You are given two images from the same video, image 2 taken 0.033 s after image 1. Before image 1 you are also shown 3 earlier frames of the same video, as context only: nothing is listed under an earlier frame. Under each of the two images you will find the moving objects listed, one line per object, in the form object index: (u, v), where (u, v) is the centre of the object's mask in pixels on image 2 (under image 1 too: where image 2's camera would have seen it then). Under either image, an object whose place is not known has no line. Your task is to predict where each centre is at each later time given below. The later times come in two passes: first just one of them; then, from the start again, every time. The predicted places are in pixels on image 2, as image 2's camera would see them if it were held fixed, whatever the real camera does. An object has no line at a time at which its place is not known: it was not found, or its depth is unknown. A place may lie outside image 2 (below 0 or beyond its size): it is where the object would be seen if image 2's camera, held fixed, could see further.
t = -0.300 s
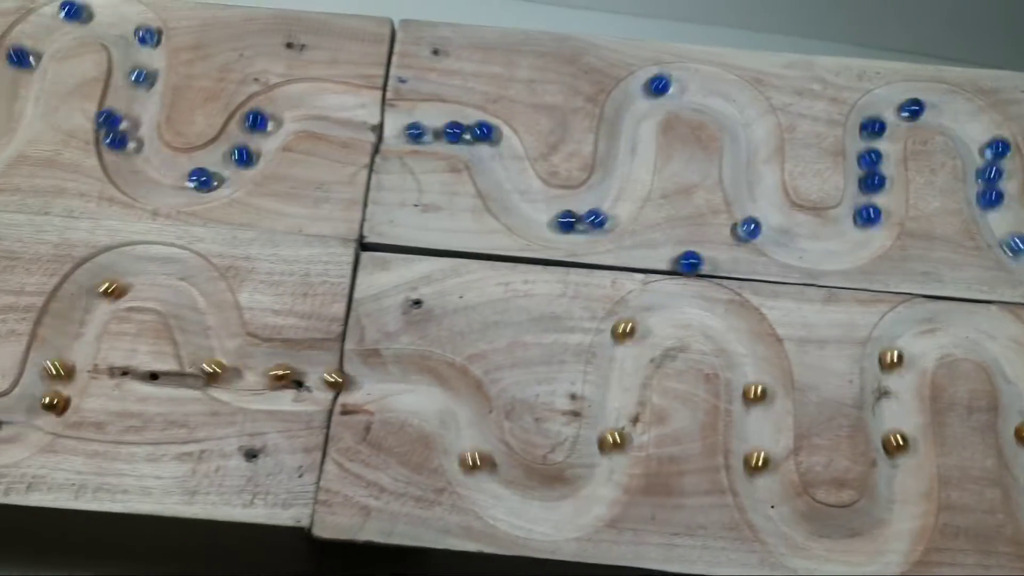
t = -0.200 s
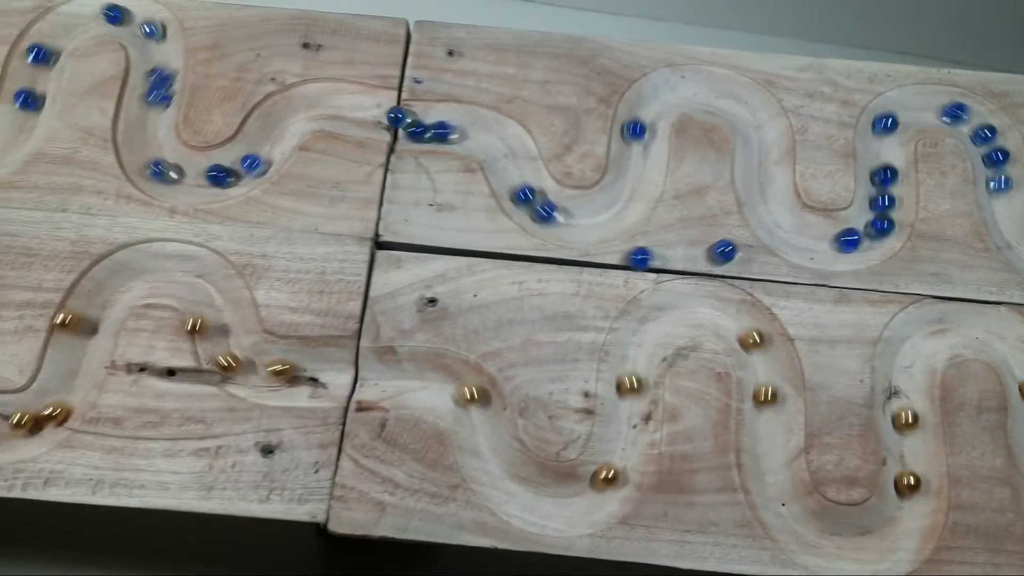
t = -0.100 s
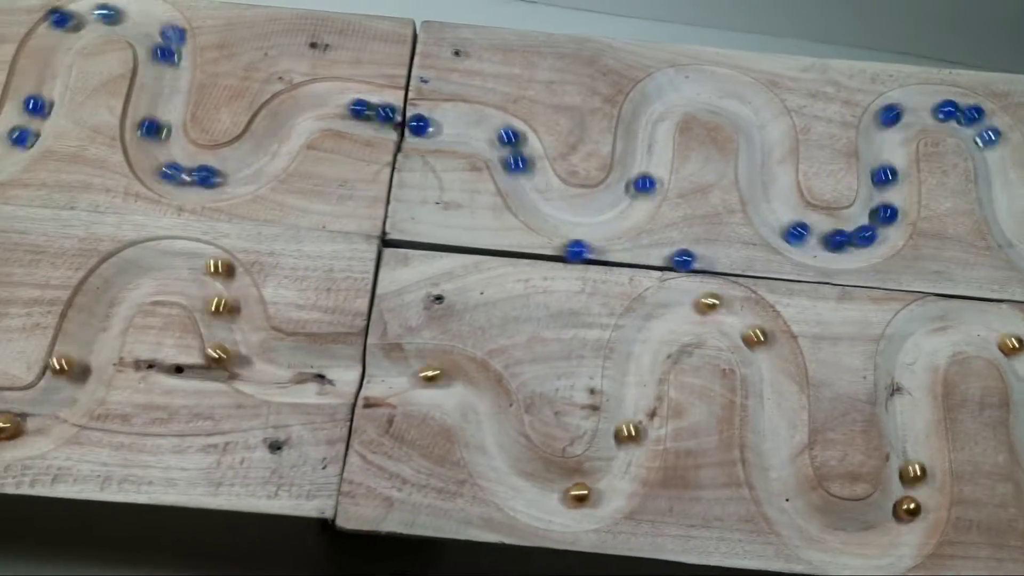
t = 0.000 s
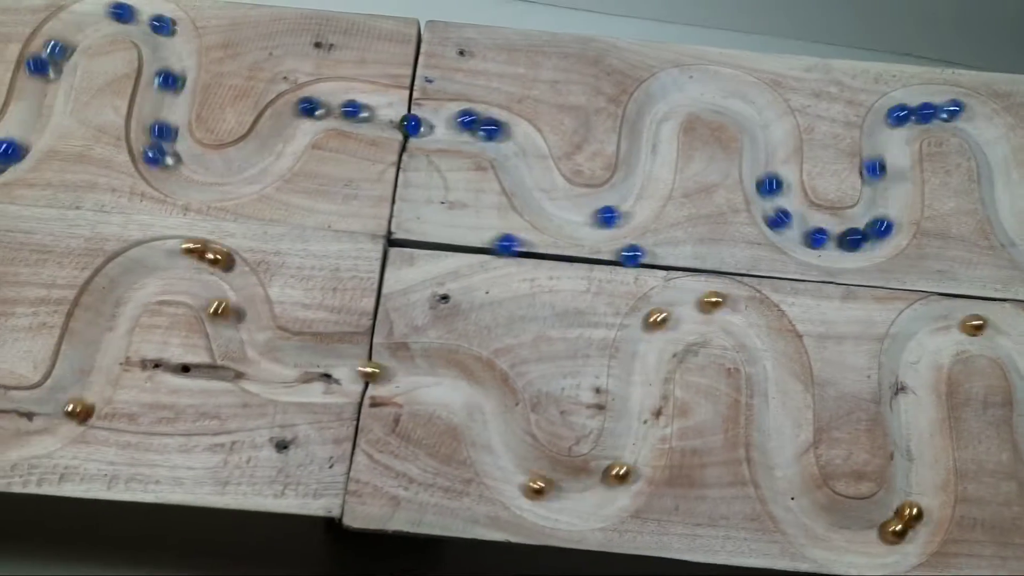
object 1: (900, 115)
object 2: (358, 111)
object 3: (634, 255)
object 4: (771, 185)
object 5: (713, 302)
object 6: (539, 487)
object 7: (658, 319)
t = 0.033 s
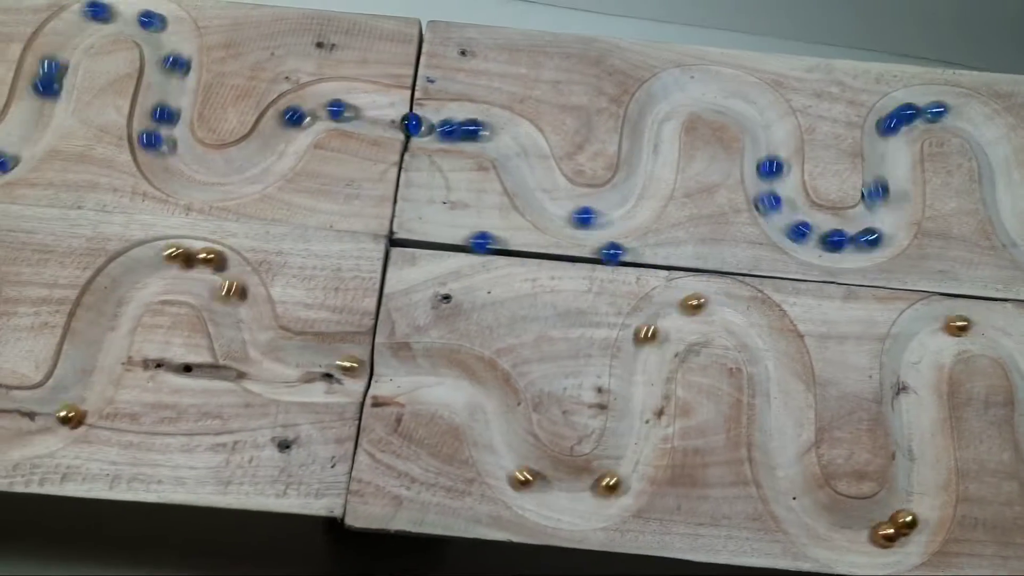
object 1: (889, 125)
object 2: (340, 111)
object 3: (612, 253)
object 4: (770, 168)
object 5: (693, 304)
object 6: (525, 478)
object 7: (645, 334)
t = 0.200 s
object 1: (886, 210)
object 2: (283, 139)
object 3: (501, 245)
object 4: (749, 101)
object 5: (640, 378)
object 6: (489, 391)
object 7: (636, 435)
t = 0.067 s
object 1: (884, 140)
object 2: (324, 108)
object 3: (591, 251)
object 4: (772, 152)
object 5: (674, 310)
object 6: (513, 465)
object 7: (639, 353)
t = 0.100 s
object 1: (886, 158)
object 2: (310, 107)
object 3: (570, 250)
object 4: (771, 137)
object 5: (655, 321)
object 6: (503, 448)
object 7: (641, 374)
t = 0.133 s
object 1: (892, 175)
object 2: (296, 112)
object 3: (546, 248)
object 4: (766, 124)
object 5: (644, 337)
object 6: (497, 429)
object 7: (638, 395)
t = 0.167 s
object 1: (892, 193)
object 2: (284, 123)
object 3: (522, 247)
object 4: (760, 110)
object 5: (640, 357)
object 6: (492, 409)
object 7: (636, 415)
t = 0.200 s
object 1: (886, 210)
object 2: (283, 139)
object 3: (501, 245)
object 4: (749, 101)
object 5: (640, 378)
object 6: (489, 391)
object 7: (636, 435)
